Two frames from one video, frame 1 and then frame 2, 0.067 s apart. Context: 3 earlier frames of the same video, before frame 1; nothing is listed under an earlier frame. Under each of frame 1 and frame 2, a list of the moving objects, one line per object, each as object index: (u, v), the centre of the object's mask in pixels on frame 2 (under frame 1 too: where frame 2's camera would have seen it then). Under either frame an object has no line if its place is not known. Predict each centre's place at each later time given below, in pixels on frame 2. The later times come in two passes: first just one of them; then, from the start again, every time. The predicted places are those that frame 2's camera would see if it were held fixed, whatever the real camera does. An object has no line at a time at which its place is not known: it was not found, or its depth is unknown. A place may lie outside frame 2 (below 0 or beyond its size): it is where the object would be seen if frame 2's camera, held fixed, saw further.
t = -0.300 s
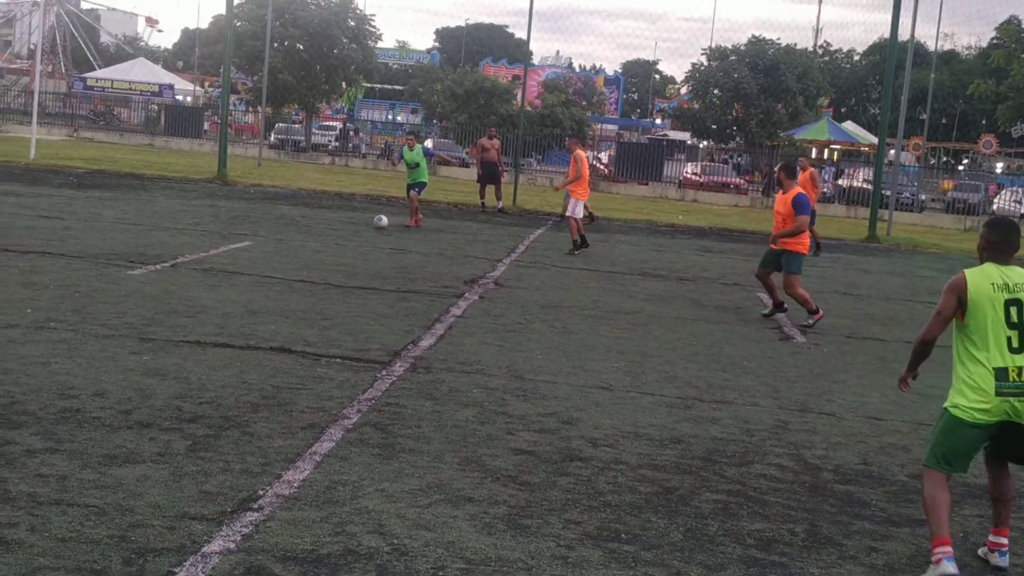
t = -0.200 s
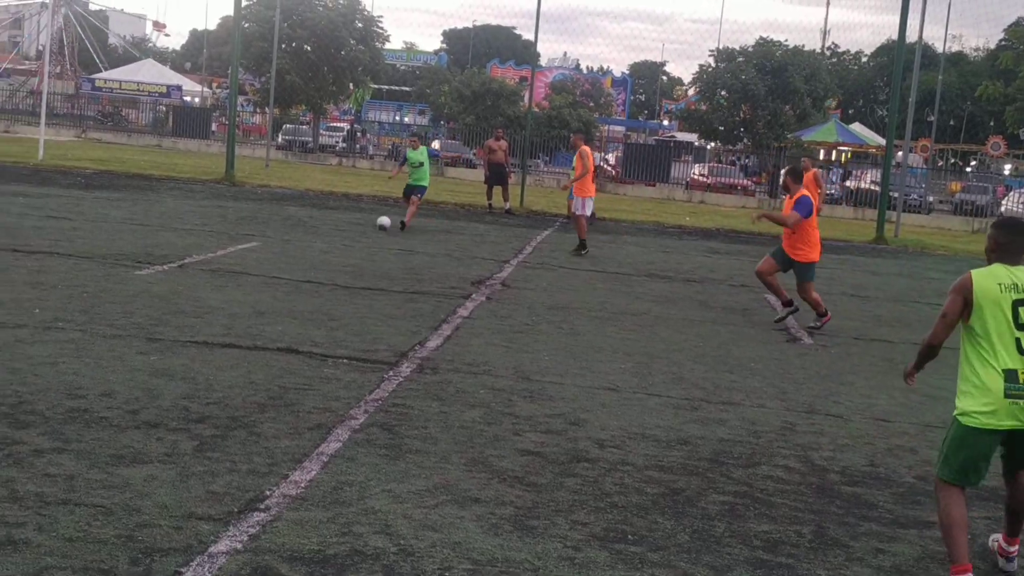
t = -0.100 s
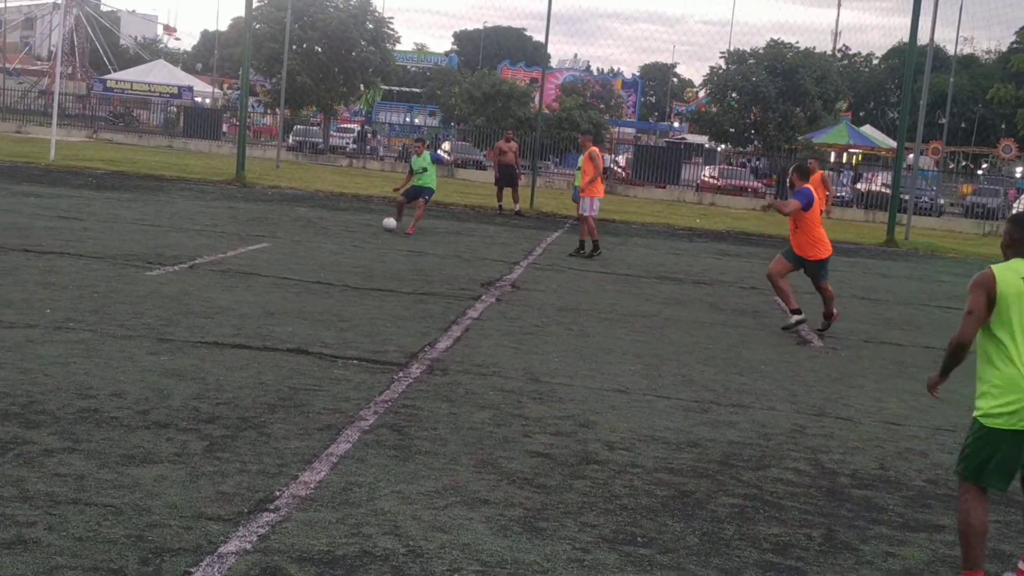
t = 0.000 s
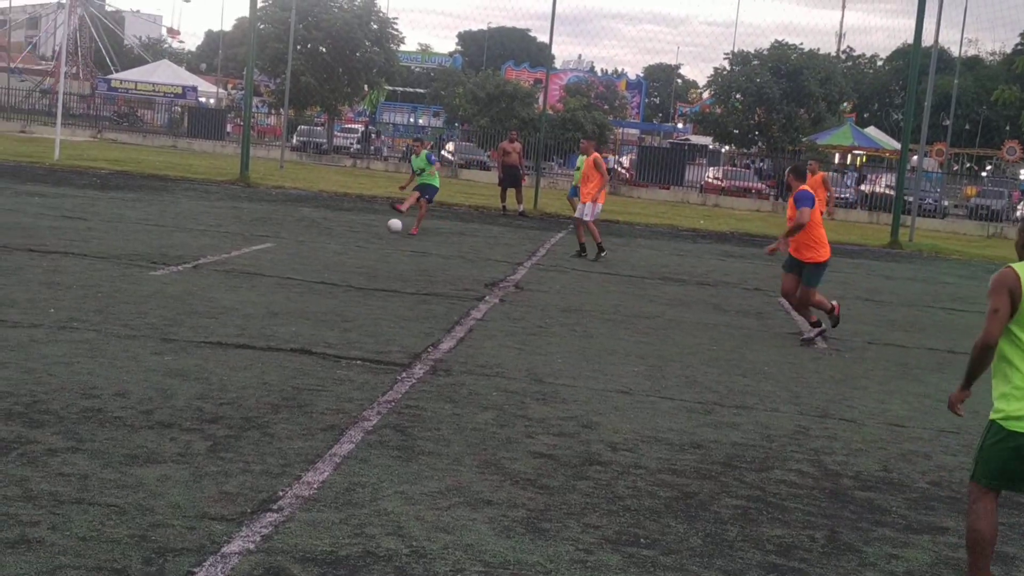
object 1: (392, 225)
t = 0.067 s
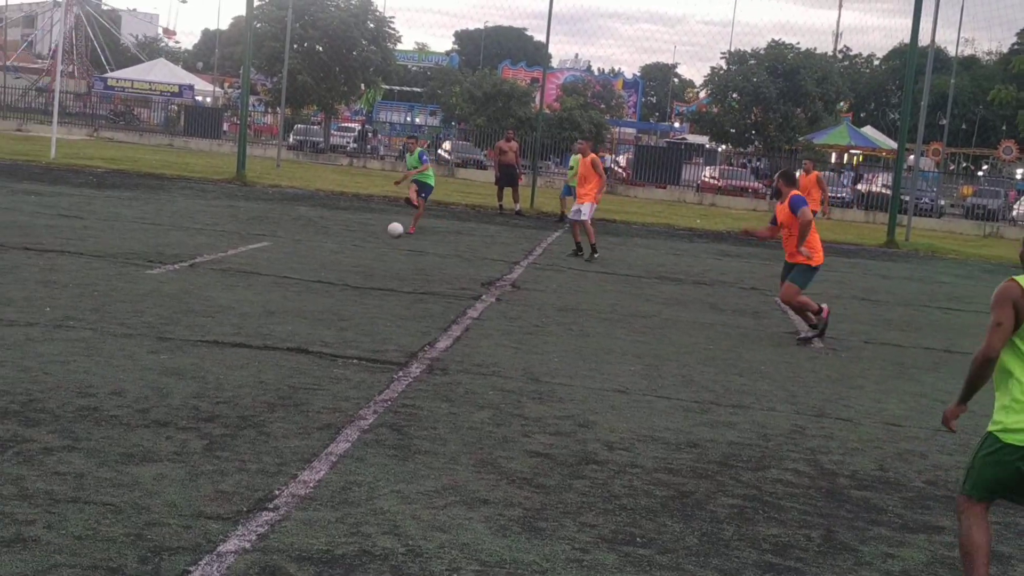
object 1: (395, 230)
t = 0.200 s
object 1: (407, 255)
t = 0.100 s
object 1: (398, 235)
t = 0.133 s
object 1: (400, 240)
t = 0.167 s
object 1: (404, 248)
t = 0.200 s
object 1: (407, 255)
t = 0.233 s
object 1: (411, 260)
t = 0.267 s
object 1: (416, 266)
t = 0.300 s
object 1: (421, 270)
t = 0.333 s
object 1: (427, 277)
